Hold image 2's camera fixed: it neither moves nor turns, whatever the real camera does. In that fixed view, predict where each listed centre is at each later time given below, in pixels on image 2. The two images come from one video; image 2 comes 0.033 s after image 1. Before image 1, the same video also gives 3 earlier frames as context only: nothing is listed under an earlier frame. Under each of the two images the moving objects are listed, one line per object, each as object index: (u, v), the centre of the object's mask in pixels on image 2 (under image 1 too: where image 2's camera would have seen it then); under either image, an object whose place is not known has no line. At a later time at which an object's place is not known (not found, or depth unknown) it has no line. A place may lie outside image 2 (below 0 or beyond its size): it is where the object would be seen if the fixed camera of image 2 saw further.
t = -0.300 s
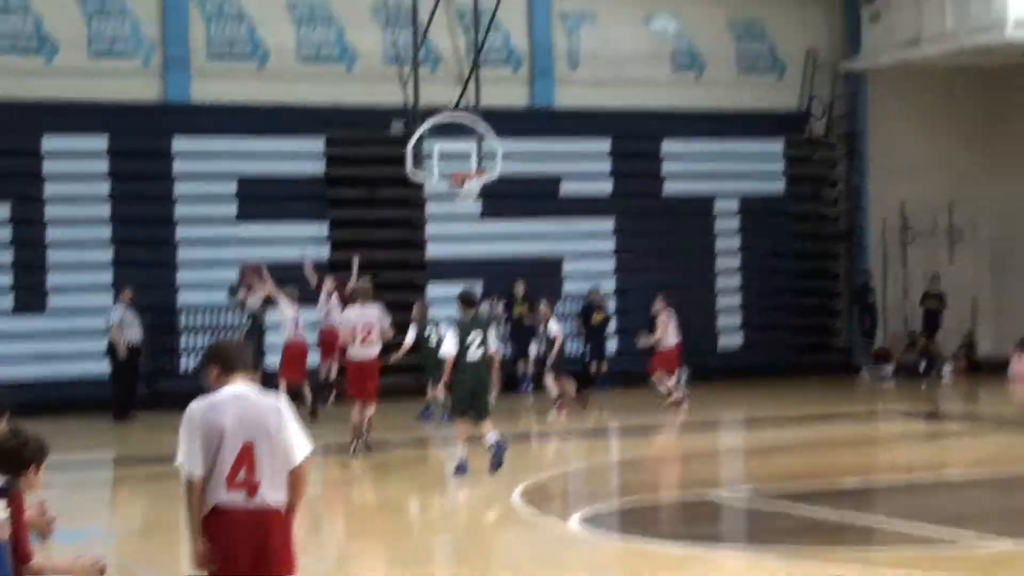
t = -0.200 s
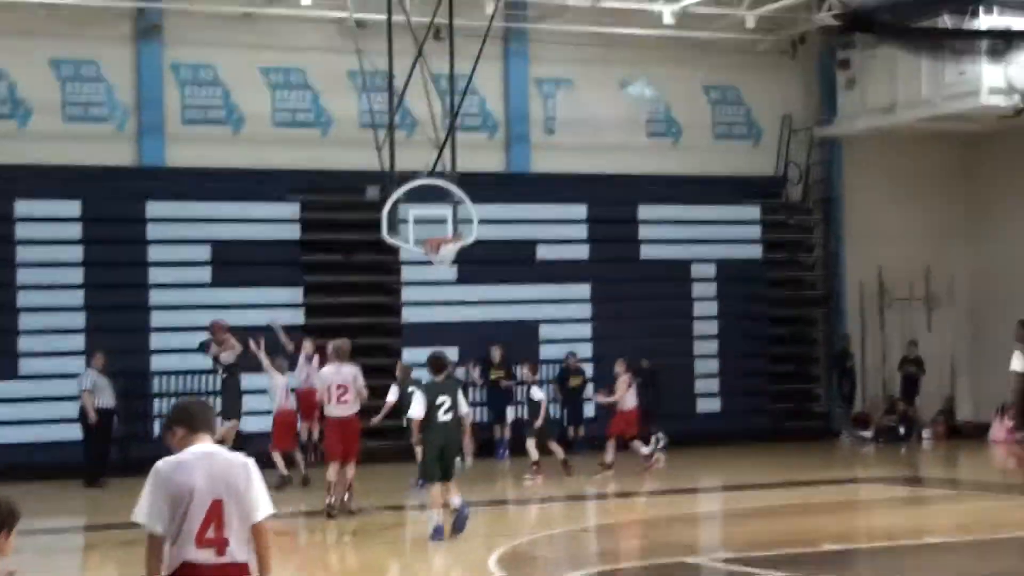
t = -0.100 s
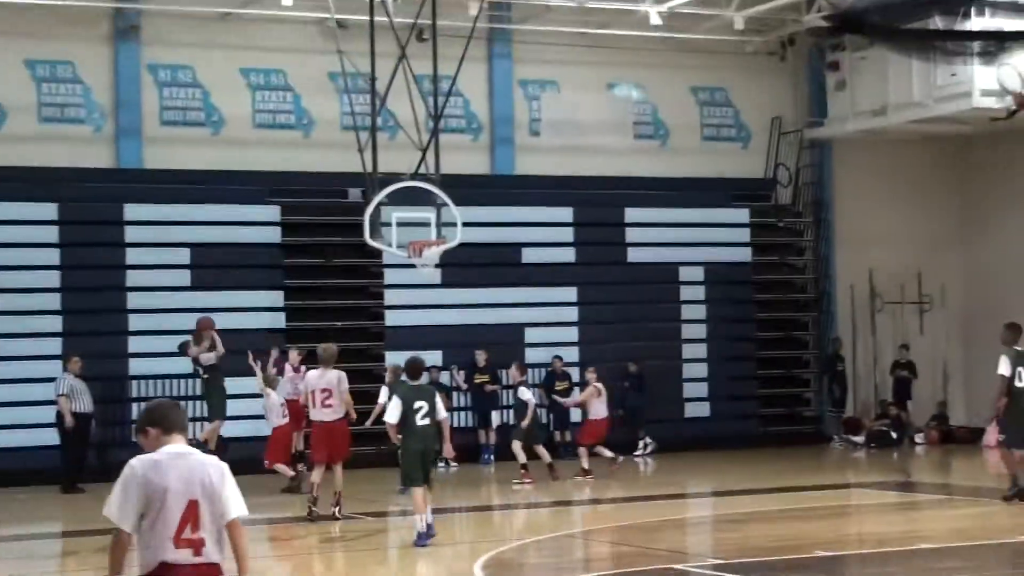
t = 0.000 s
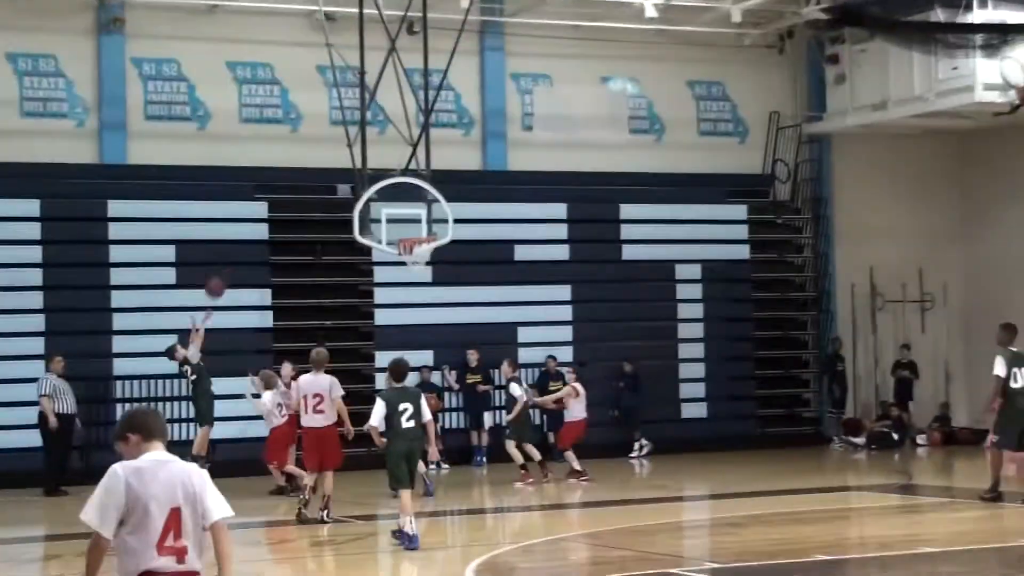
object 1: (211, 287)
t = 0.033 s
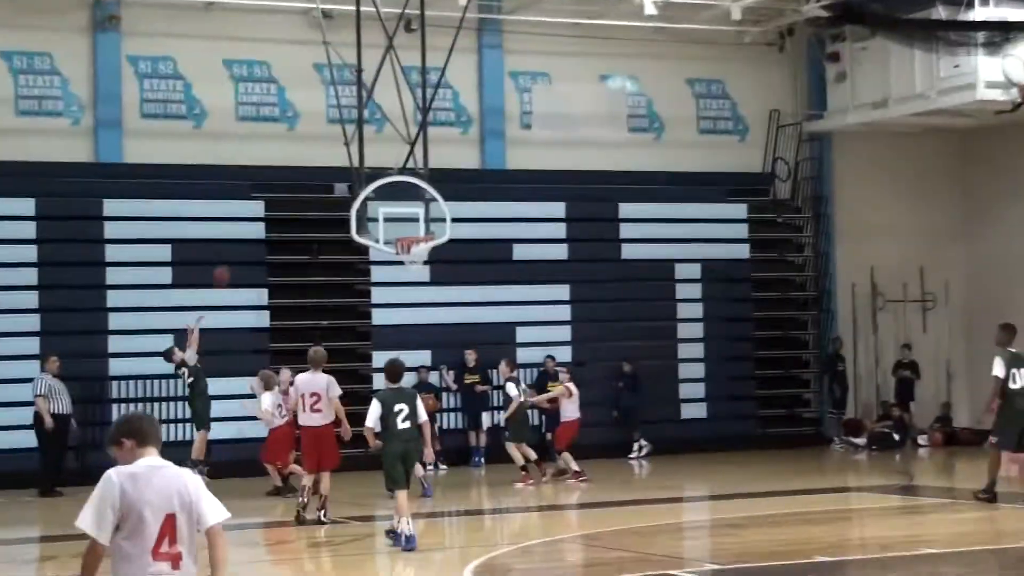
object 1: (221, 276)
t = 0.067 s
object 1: (232, 264)
